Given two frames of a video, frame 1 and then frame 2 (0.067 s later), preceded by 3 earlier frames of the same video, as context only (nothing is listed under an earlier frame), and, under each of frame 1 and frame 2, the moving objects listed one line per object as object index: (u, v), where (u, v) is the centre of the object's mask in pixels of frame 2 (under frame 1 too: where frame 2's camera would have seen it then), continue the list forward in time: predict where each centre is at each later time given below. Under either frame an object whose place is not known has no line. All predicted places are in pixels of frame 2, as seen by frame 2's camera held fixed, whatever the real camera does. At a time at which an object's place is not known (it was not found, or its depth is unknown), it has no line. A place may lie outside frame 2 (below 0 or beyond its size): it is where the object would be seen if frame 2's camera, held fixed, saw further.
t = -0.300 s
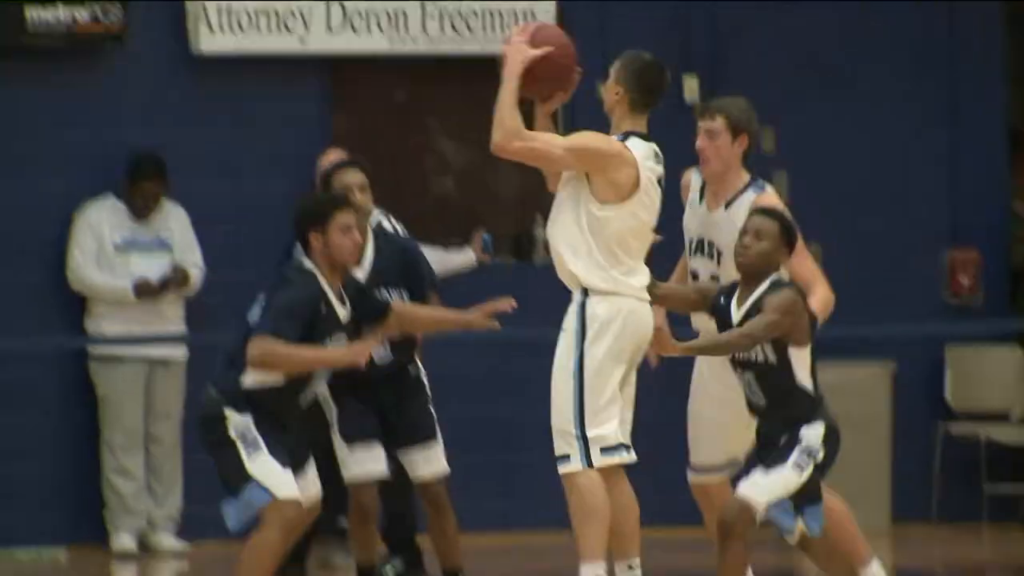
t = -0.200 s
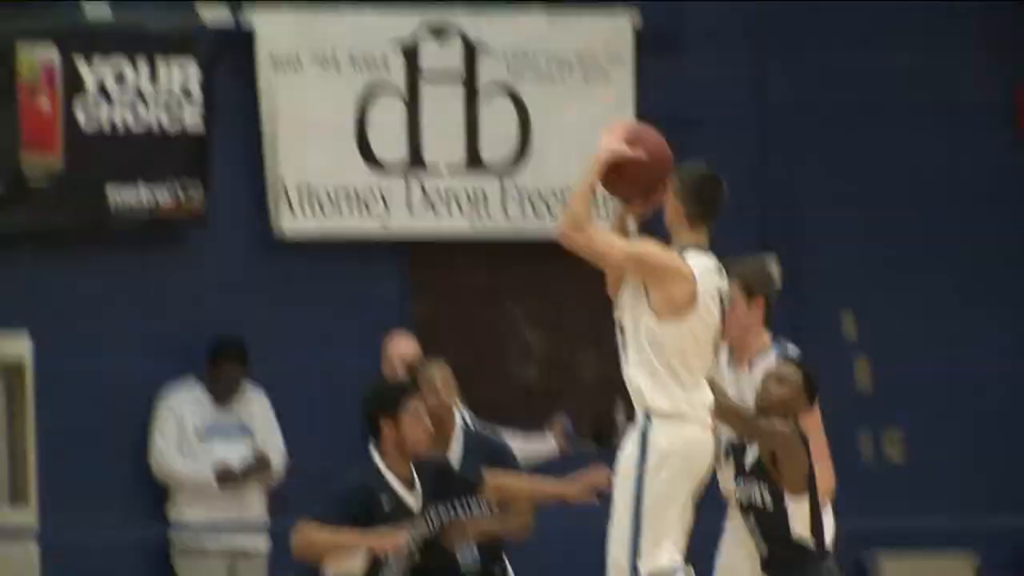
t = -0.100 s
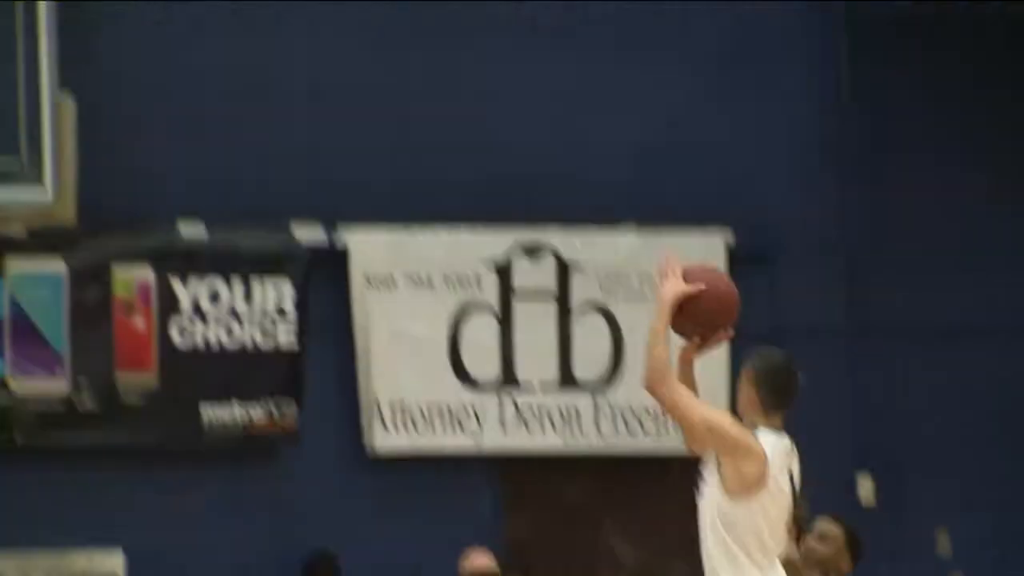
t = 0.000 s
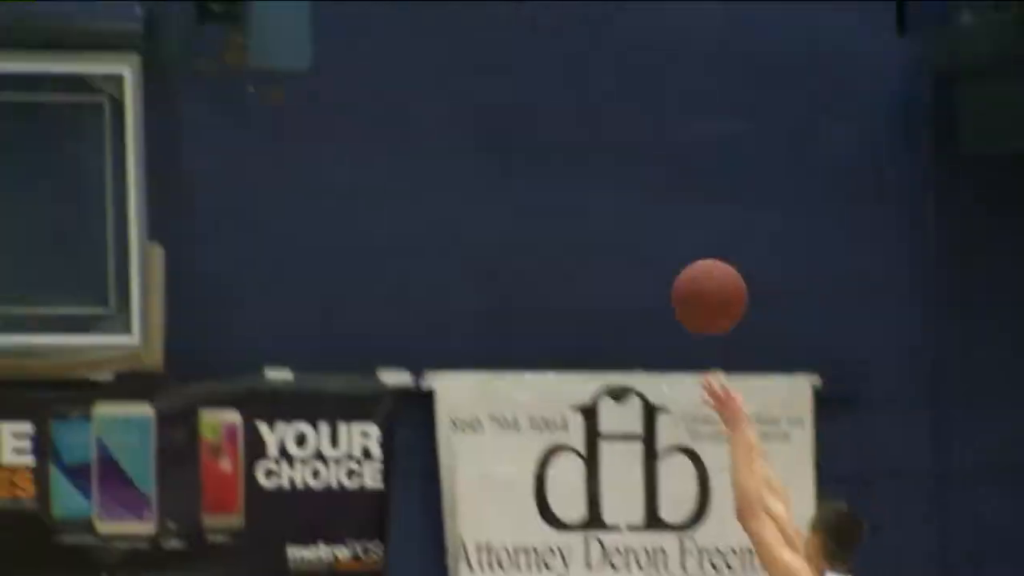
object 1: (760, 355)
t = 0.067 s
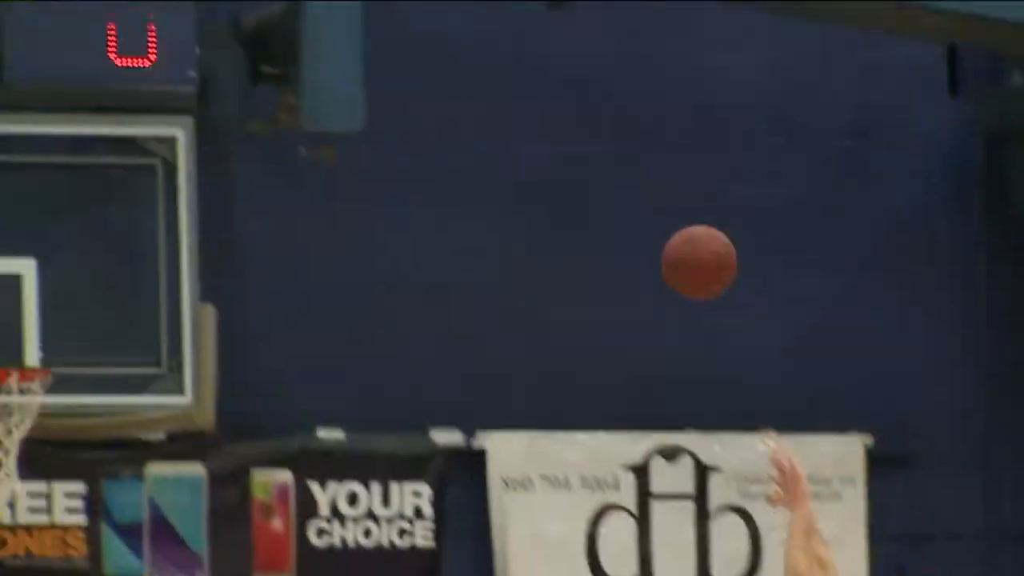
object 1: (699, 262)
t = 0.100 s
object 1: (670, 222)
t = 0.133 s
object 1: (640, 186)
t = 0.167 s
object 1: (612, 154)
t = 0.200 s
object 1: (584, 125)
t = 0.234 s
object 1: (556, 98)
